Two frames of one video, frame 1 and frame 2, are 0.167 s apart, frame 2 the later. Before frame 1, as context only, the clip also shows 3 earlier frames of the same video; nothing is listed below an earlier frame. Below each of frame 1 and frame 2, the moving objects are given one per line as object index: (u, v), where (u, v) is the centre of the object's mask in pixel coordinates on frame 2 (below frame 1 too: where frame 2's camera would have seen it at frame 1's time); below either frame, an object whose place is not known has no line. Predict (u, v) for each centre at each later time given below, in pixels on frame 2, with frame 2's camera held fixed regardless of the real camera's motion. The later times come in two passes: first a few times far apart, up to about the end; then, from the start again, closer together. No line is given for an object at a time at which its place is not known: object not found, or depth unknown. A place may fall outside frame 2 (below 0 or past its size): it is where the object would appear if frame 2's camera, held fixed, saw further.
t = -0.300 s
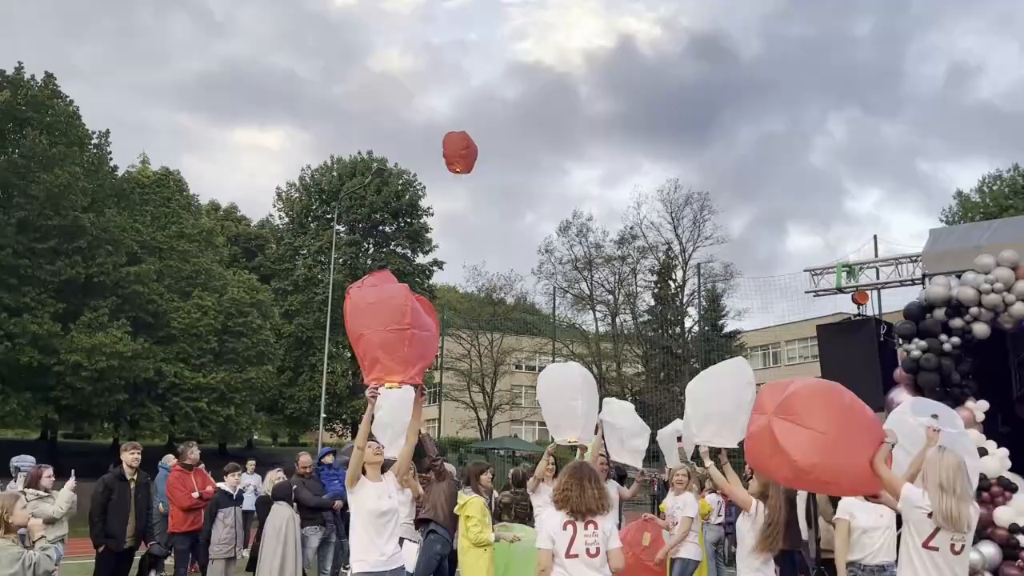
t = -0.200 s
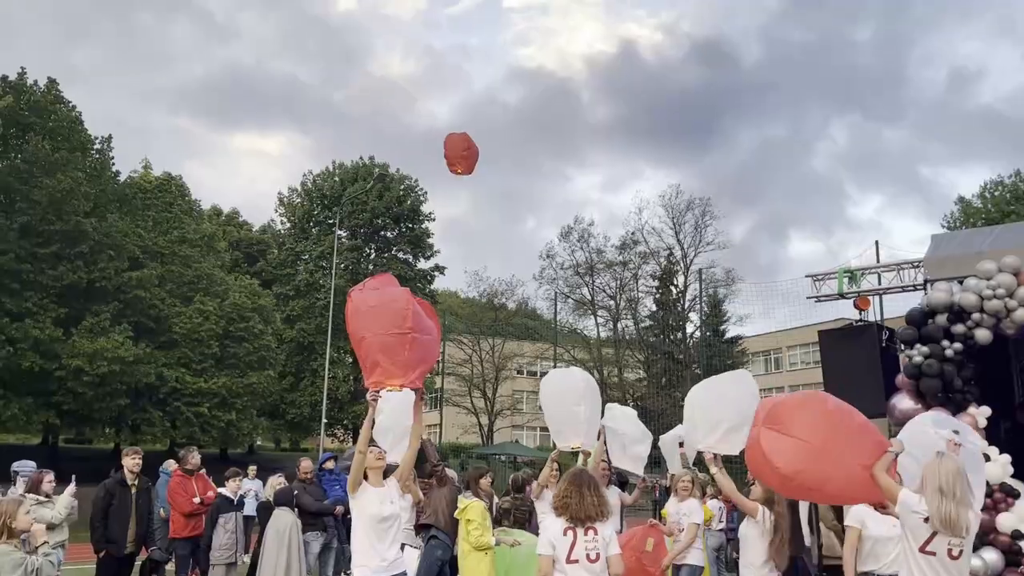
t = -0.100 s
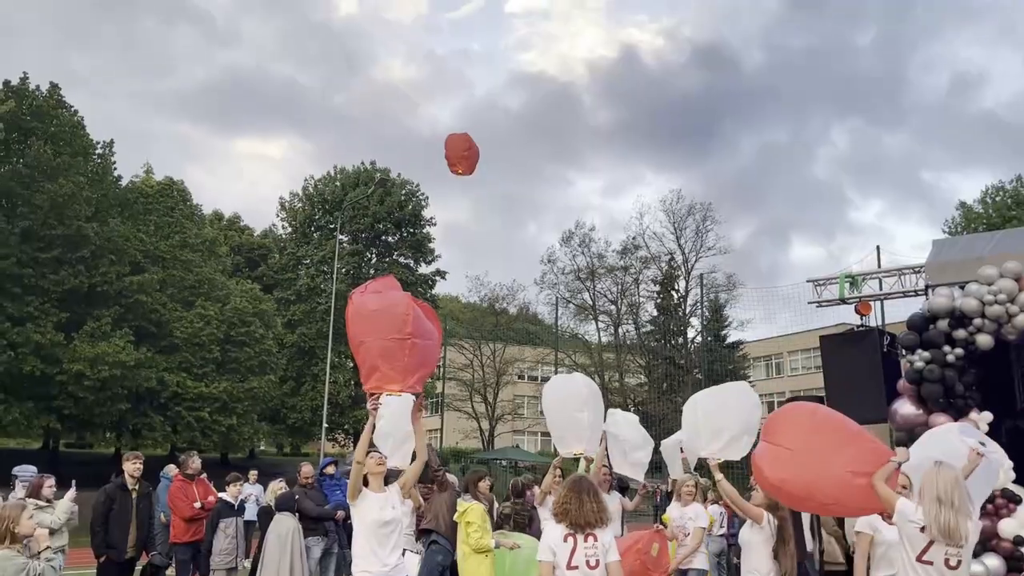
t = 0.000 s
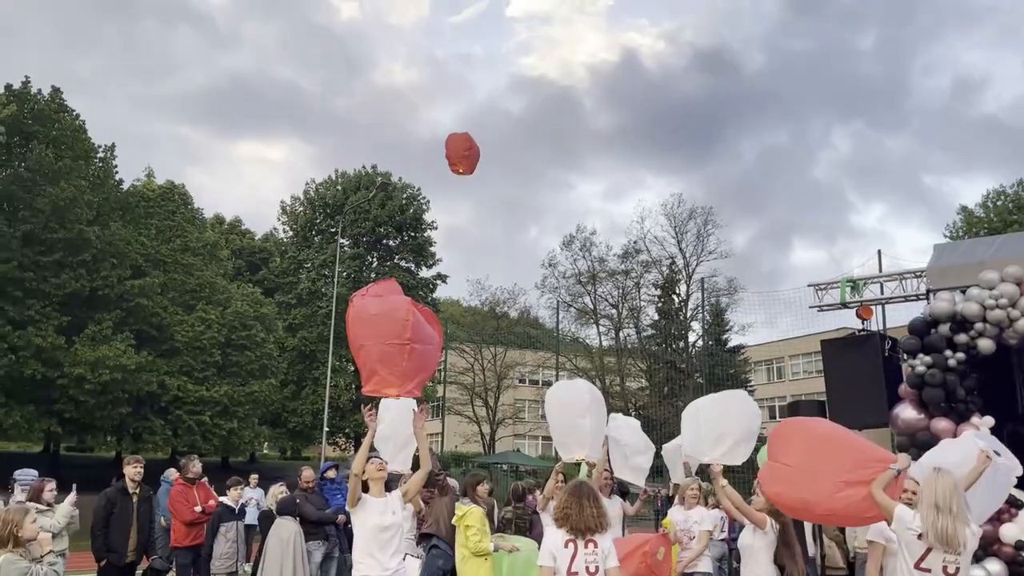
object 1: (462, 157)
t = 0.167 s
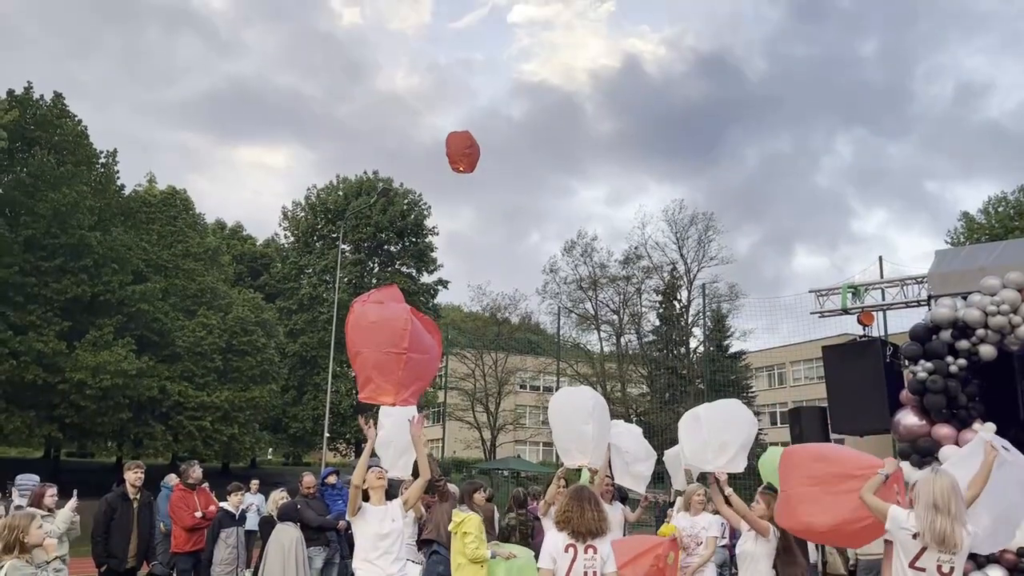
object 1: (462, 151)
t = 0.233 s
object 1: (462, 149)
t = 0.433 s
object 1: (462, 143)
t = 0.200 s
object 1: (462, 150)
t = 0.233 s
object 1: (462, 149)
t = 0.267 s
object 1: (462, 148)
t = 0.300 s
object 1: (462, 146)
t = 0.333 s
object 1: (462, 145)
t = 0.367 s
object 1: (462, 145)
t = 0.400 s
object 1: (463, 144)
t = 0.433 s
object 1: (462, 143)
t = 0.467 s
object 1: (462, 142)
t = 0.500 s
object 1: (462, 140)
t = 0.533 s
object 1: (462, 139)
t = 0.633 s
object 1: (461, 134)
